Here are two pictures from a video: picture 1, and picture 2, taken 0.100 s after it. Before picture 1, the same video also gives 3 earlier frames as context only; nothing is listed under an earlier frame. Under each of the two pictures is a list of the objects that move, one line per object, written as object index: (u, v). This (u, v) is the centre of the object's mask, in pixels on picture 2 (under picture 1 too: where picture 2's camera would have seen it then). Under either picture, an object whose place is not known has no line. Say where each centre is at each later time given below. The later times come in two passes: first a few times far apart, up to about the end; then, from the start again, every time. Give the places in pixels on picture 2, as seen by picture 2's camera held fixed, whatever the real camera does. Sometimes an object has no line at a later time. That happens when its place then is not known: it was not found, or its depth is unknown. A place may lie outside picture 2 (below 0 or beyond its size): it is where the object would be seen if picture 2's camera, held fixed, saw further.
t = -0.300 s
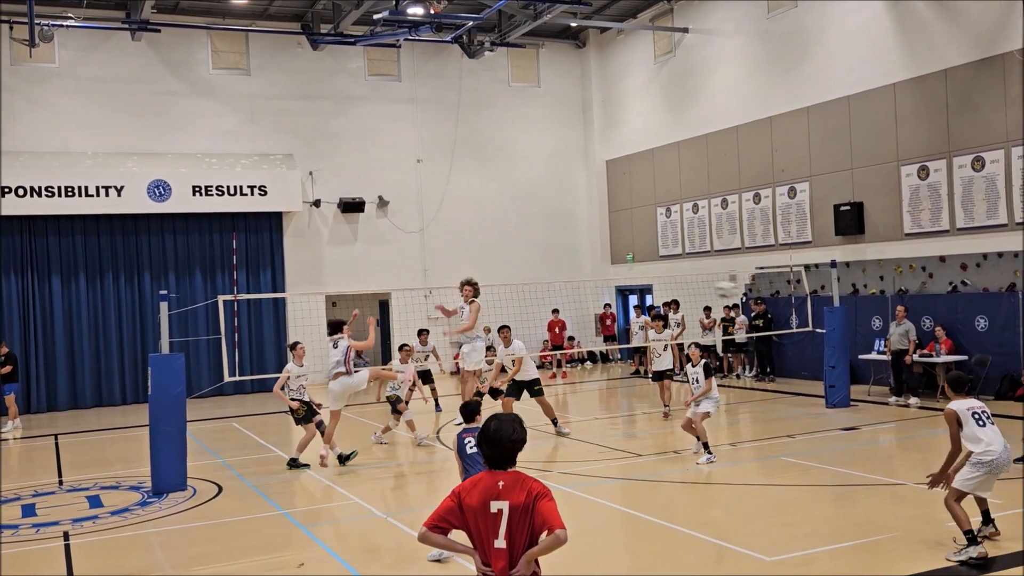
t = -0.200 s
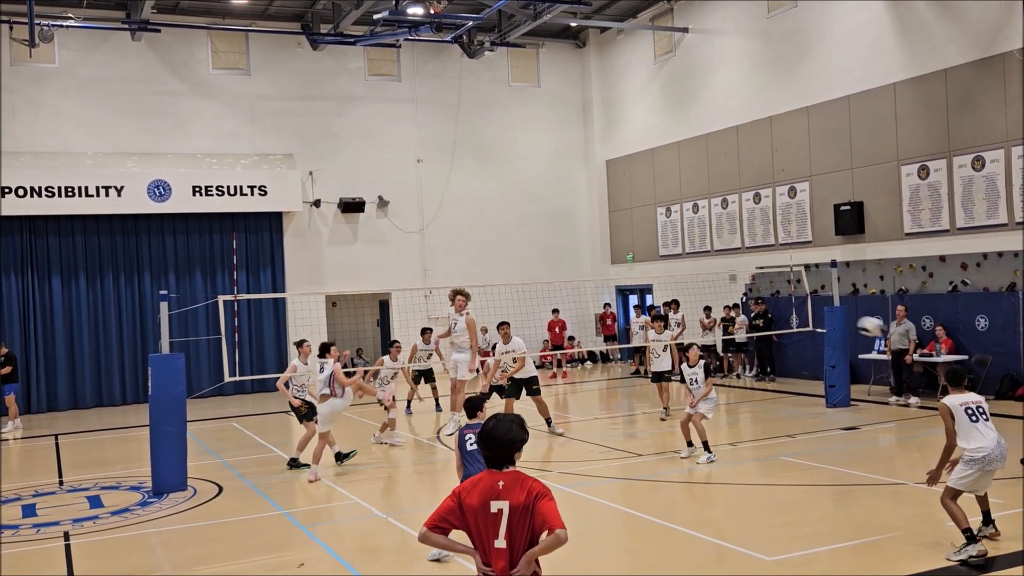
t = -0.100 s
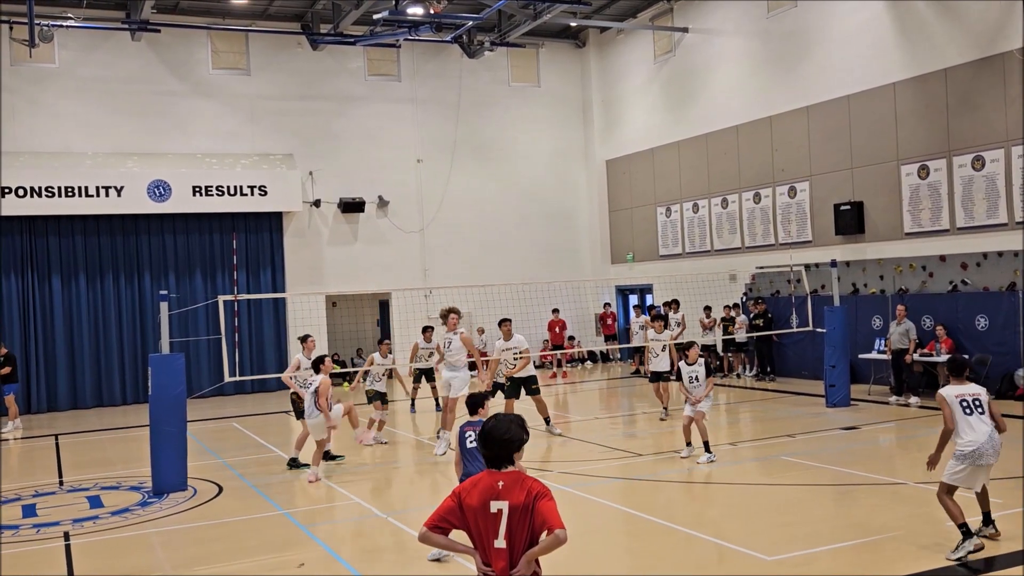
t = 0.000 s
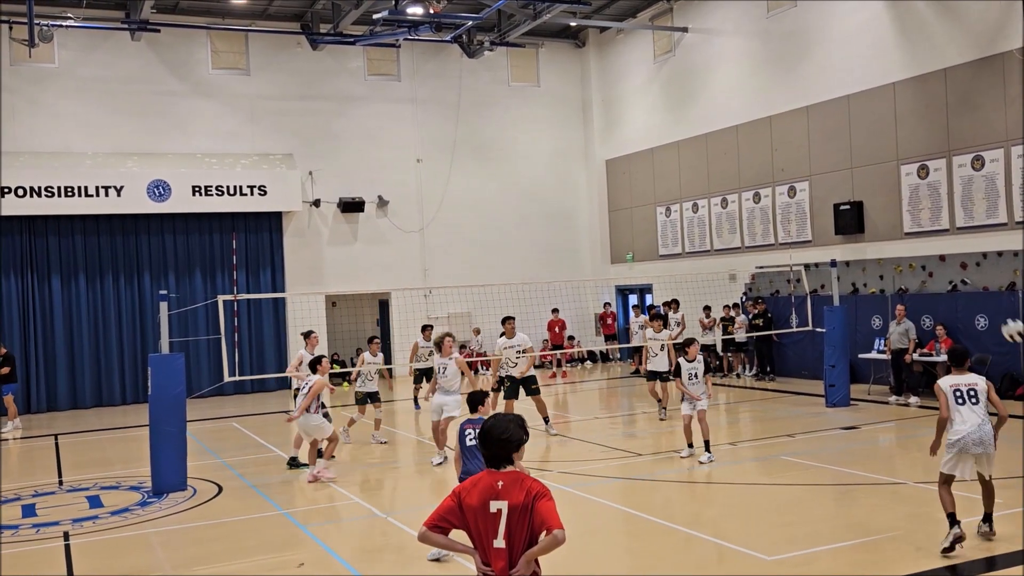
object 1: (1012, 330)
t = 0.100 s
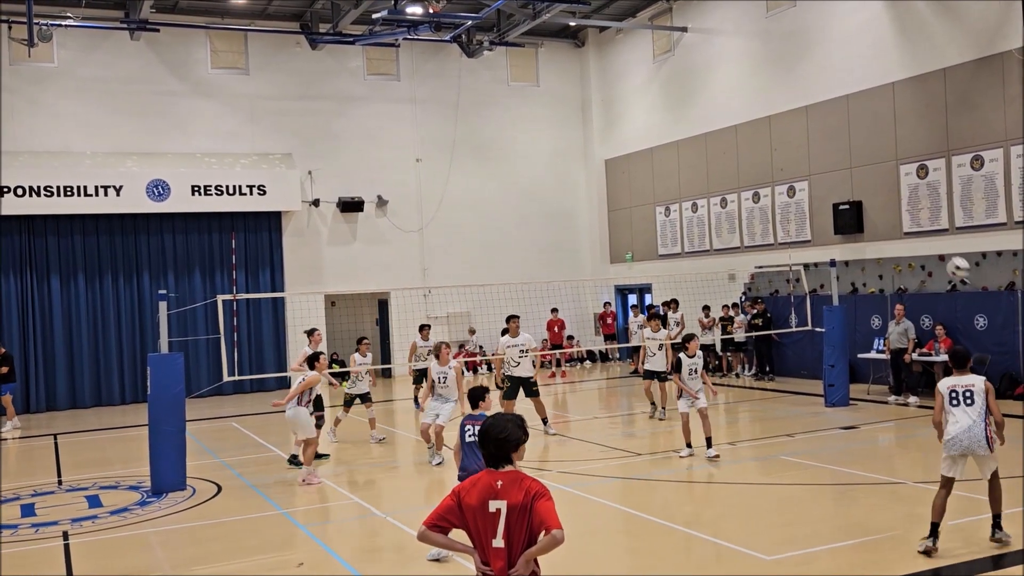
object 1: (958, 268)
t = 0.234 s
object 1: (890, 203)
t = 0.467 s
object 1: (787, 139)
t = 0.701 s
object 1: (698, 125)
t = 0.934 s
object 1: (622, 153)
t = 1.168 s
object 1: (558, 215)
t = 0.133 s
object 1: (940, 250)
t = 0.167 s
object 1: (923, 232)
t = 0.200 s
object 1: (906, 218)
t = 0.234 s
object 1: (890, 203)
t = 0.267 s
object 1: (874, 190)
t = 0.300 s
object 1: (859, 179)
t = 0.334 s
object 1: (844, 169)
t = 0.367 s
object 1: (829, 160)
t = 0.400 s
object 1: (814, 152)
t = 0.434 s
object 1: (800, 144)
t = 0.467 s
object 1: (787, 139)
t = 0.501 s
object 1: (773, 133)
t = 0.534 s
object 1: (759, 130)
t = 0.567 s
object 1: (747, 128)
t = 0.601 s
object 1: (734, 125)
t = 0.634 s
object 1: (722, 124)
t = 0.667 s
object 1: (710, 124)
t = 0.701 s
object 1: (698, 125)
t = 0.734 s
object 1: (686, 126)
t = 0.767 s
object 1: (675, 129)
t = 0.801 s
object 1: (664, 132)
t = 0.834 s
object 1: (653, 136)
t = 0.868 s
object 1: (642, 141)
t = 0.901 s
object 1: (633, 146)
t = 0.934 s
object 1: (622, 153)
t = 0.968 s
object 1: (613, 159)
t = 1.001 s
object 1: (603, 167)
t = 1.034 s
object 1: (594, 175)
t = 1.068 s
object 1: (585, 184)
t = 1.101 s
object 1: (575, 194)
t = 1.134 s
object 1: (567, 204)
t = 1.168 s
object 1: (558, 215)
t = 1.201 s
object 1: (550, 227)
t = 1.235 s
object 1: (541, 238)
